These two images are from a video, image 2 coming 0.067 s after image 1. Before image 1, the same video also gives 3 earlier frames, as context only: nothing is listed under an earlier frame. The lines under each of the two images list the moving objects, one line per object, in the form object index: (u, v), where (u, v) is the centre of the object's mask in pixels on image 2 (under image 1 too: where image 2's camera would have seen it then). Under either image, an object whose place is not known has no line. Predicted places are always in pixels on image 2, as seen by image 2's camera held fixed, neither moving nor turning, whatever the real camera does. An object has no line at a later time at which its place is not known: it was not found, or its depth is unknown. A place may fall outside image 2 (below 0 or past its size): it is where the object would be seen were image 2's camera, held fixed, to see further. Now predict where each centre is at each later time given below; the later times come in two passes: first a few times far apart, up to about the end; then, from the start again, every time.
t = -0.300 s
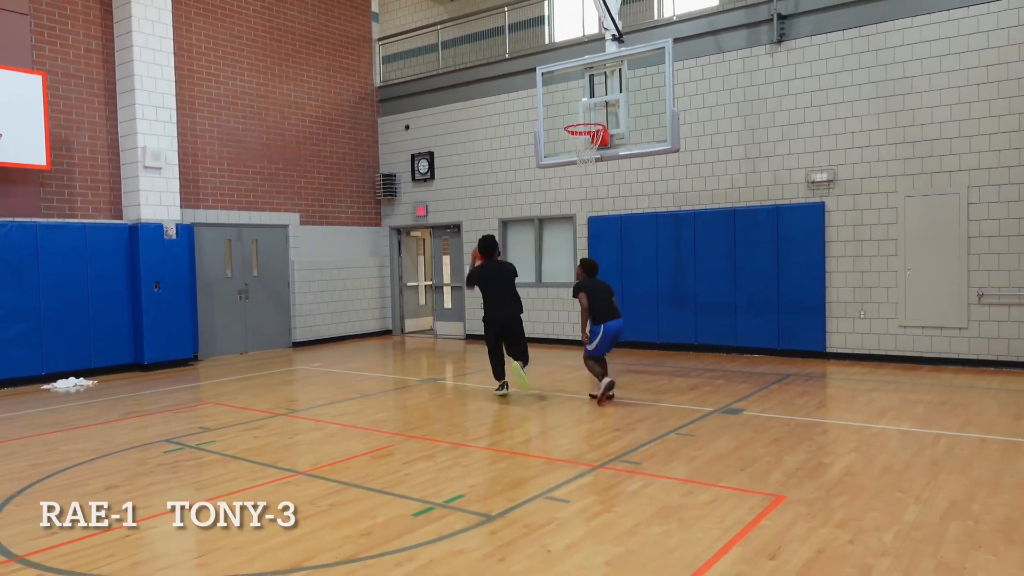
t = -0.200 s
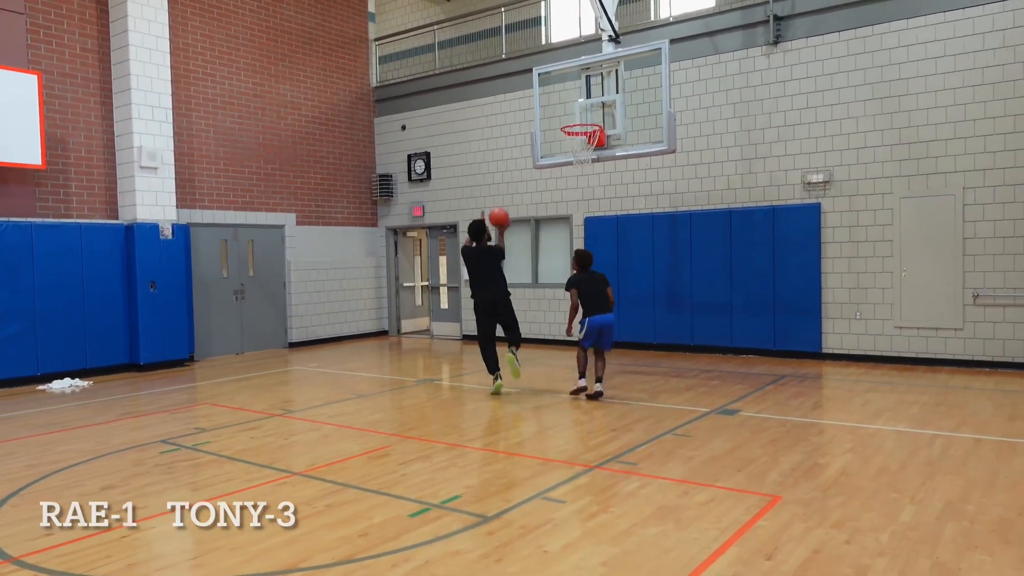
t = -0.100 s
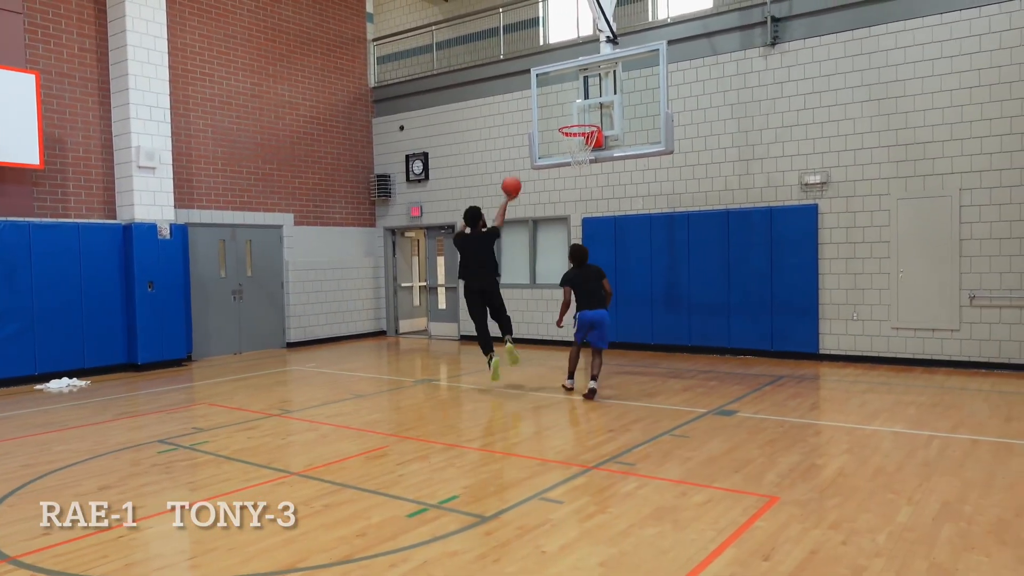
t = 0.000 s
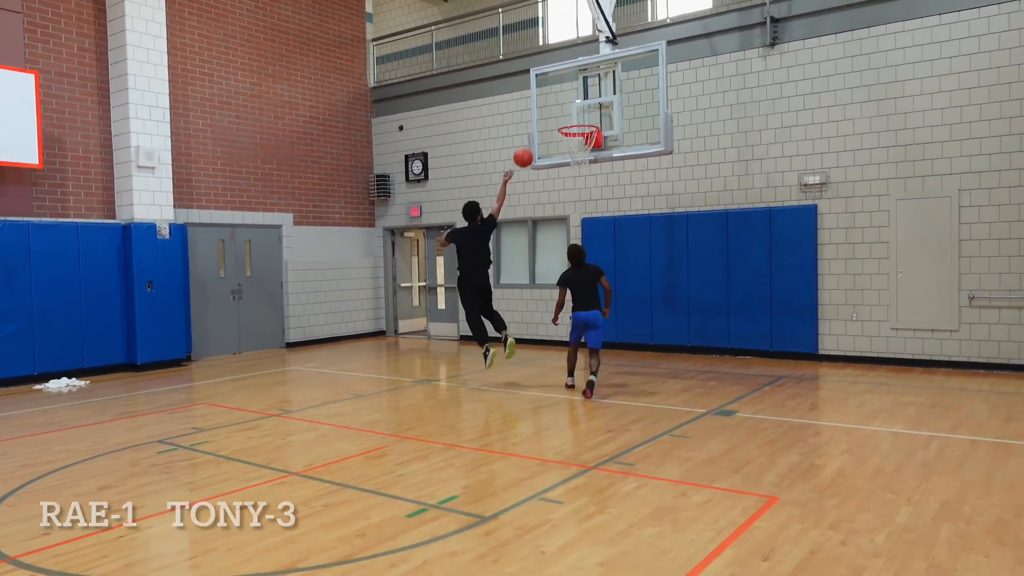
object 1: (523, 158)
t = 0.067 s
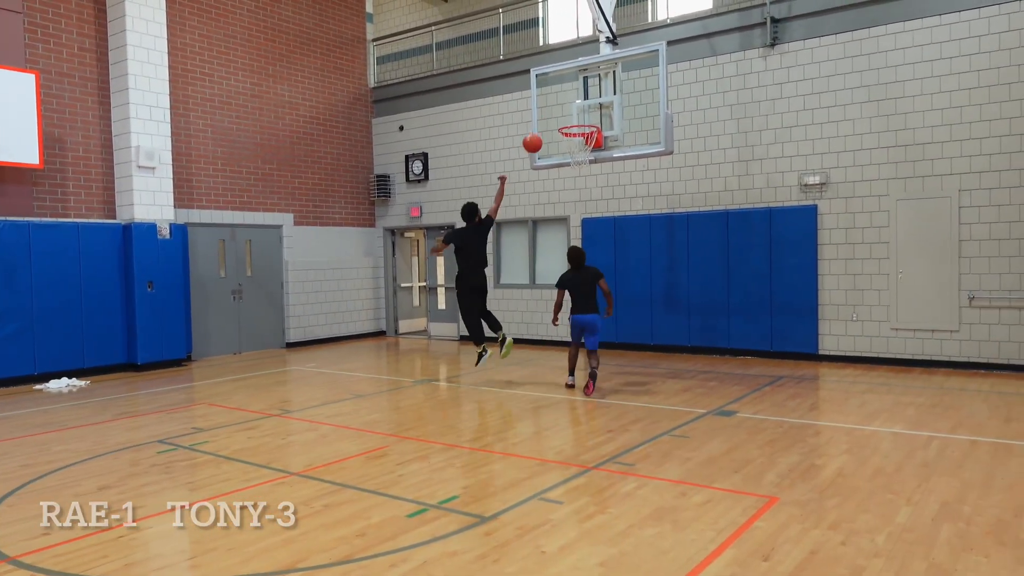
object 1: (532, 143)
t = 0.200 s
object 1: (550, 125)
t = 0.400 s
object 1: (564, 118)
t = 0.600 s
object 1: (579, 141)
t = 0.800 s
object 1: (593, 174)
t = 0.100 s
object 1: (537, 137)
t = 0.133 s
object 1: (541, 132)
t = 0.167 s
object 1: (546, 128)
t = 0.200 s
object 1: (550, 125)
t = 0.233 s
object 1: (555, 122)
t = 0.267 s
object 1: (558, 120)
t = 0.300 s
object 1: (559, 118)
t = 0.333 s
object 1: (561, 118)
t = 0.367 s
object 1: (563, 117)
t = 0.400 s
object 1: (564, 118)
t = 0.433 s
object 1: (565, 119)
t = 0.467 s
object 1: (567, 124)
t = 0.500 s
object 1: (568, 124)
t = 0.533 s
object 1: (572, 131)
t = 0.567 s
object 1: (575, 135)
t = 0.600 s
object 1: (579, 141)
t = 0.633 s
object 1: (581, 147)
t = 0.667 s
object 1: (585, 152)
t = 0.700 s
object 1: (587, 157)
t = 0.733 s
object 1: (590, 162)
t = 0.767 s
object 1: (592, 168)
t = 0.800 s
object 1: (593, 174)
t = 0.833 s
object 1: (595, 181)
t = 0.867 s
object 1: (597, 190)
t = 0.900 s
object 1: (599, 199)
